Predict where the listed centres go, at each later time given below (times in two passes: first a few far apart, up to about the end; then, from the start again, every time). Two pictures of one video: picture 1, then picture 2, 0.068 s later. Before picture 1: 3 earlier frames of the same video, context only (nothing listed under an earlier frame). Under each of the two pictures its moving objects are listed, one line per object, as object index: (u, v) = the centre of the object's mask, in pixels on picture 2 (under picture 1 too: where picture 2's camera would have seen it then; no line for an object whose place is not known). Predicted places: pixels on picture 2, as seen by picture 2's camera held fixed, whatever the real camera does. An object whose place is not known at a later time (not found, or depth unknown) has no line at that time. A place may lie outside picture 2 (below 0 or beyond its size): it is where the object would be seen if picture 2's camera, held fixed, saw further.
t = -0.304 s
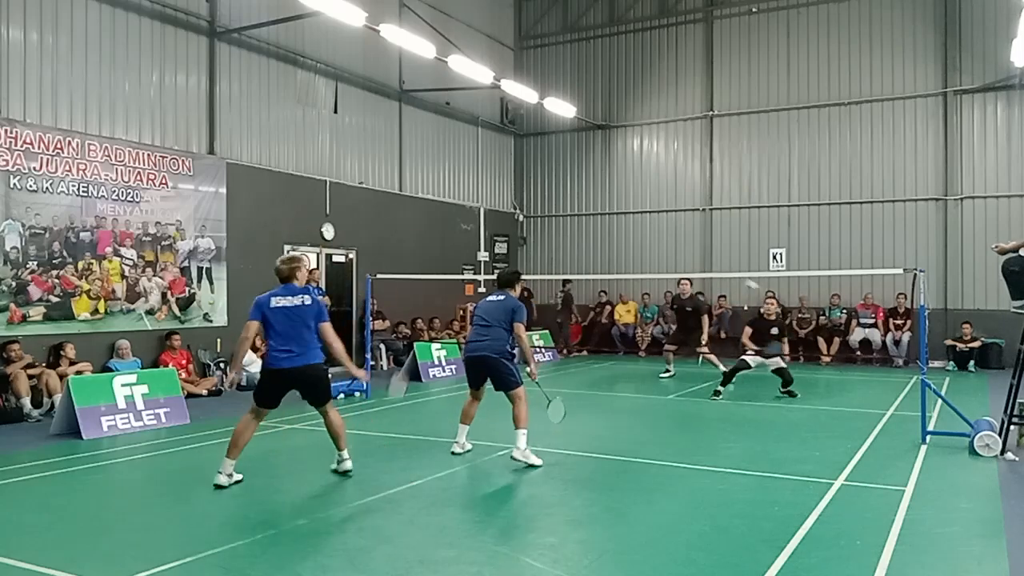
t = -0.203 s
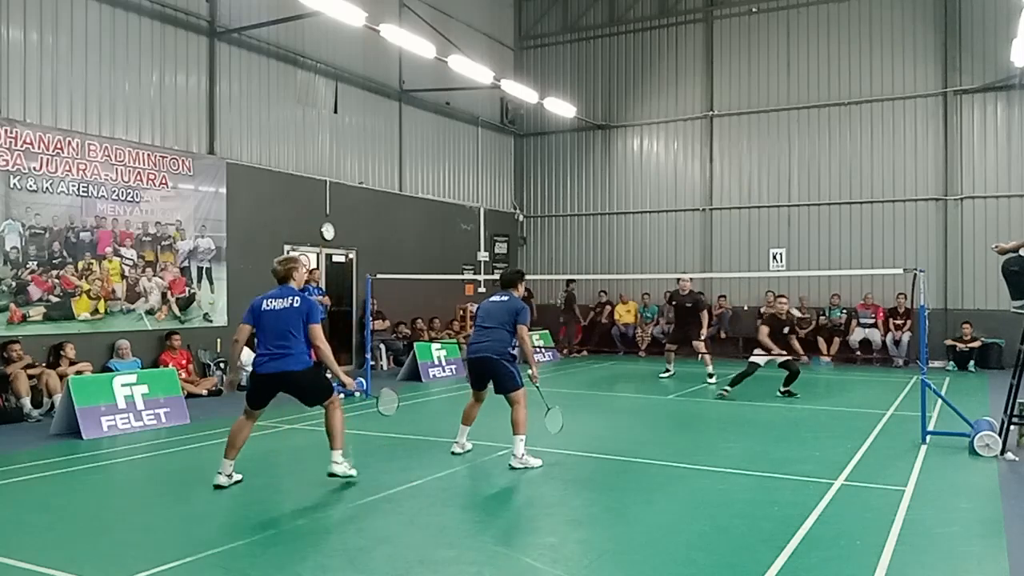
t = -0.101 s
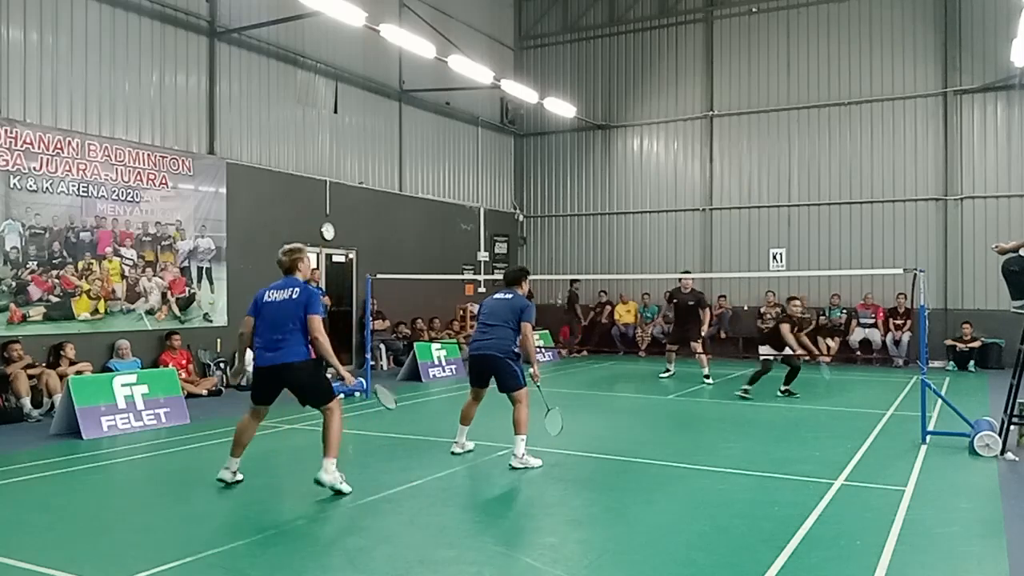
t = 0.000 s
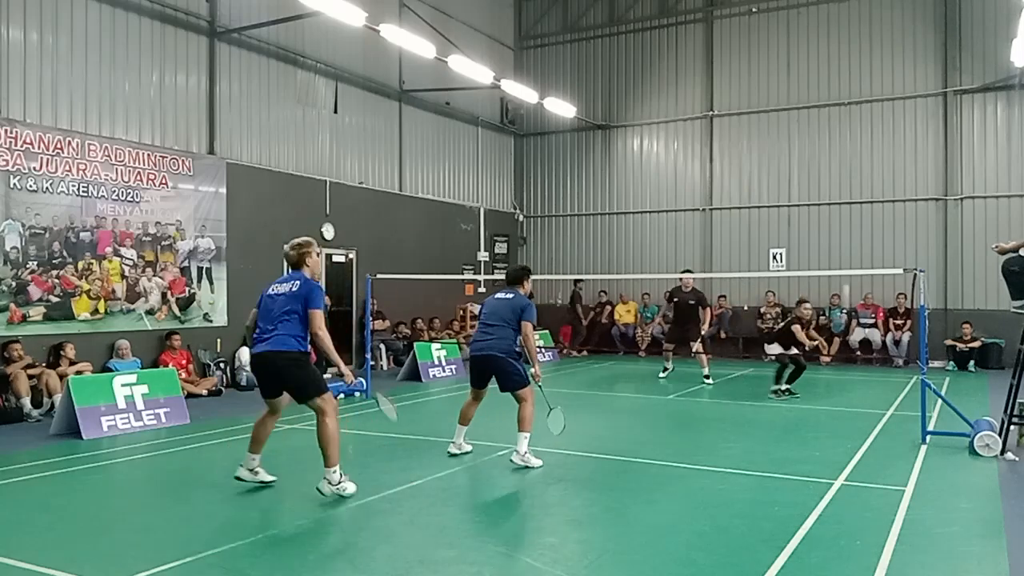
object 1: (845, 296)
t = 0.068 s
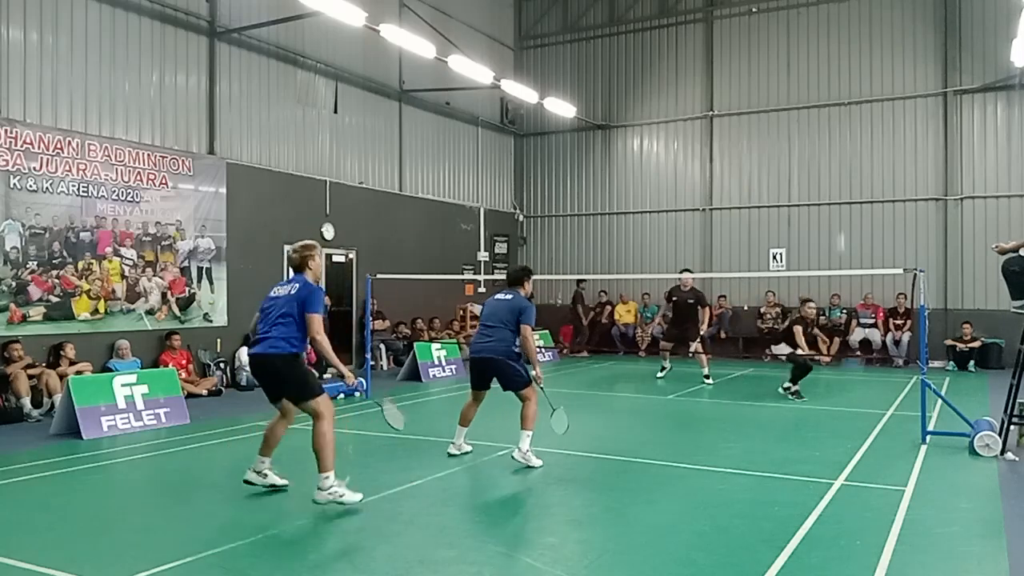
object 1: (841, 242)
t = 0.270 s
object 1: (835, 108)
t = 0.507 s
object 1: (825, 9)
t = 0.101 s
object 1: (841, 216)
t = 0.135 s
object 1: (840, 192)
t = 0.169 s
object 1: (838, 169)
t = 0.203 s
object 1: (837, 147)
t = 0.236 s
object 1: (836, 126)
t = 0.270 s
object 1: (835, 108)
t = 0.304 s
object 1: (834, 89)
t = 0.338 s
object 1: (833, 73)
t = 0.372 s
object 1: (831, 57)
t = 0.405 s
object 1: (830, 43)
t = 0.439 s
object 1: (829, 30)
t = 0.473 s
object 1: (827, 19)
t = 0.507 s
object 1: (825, 9)
